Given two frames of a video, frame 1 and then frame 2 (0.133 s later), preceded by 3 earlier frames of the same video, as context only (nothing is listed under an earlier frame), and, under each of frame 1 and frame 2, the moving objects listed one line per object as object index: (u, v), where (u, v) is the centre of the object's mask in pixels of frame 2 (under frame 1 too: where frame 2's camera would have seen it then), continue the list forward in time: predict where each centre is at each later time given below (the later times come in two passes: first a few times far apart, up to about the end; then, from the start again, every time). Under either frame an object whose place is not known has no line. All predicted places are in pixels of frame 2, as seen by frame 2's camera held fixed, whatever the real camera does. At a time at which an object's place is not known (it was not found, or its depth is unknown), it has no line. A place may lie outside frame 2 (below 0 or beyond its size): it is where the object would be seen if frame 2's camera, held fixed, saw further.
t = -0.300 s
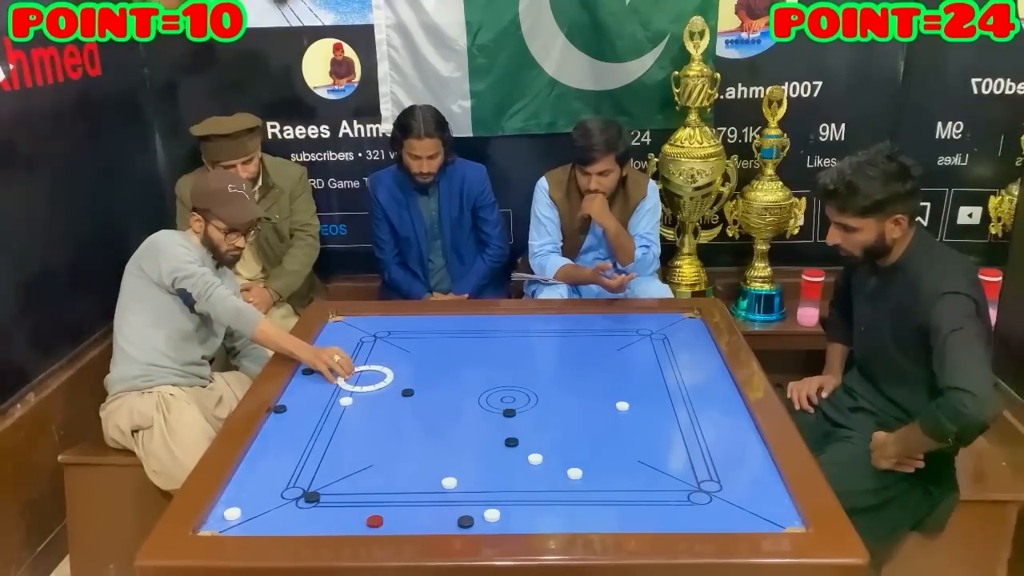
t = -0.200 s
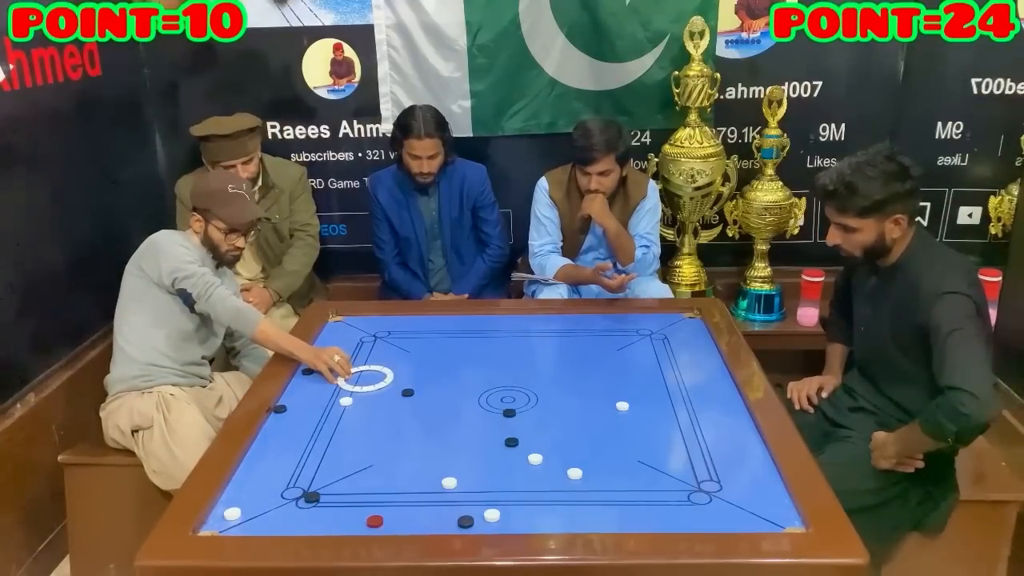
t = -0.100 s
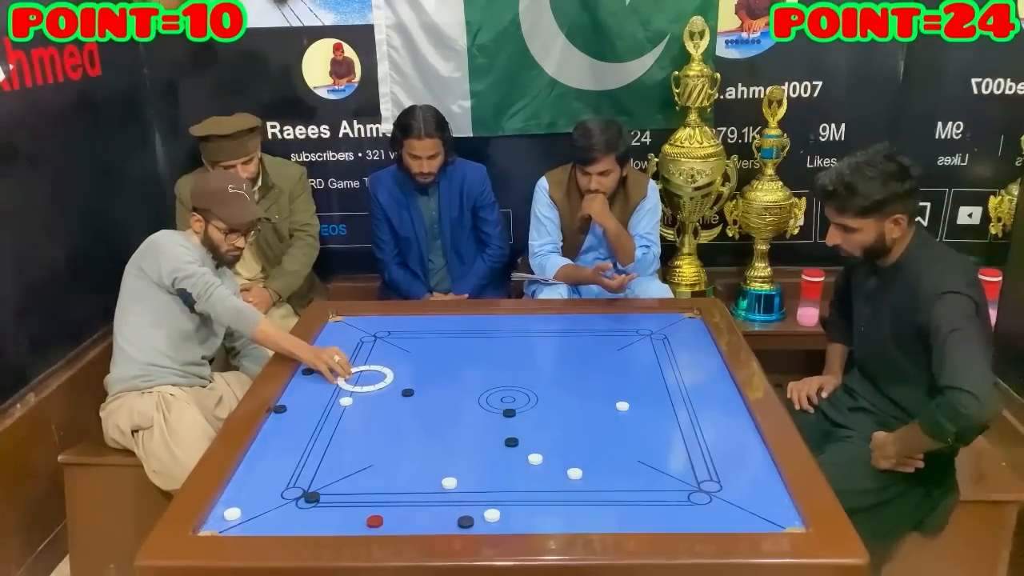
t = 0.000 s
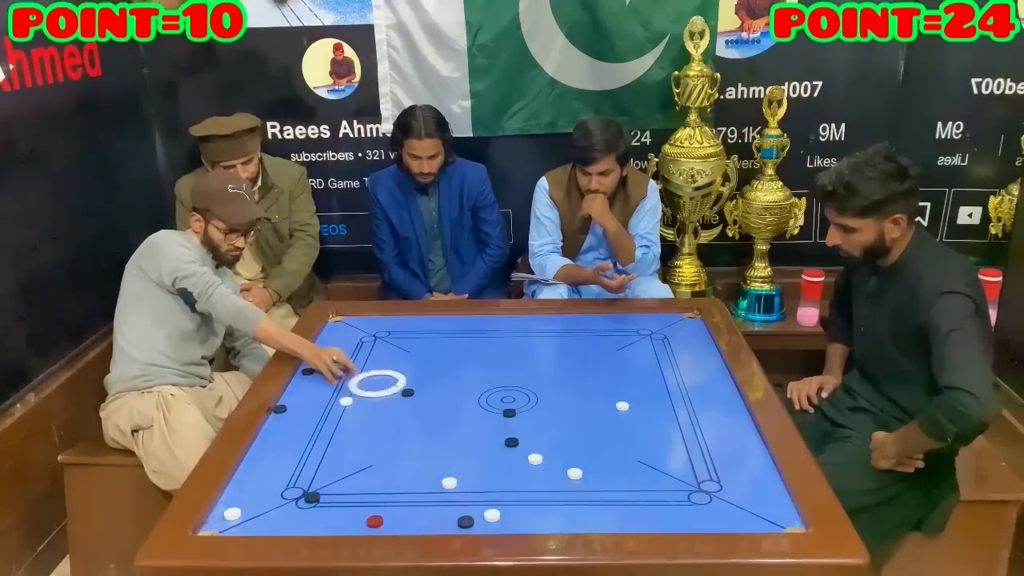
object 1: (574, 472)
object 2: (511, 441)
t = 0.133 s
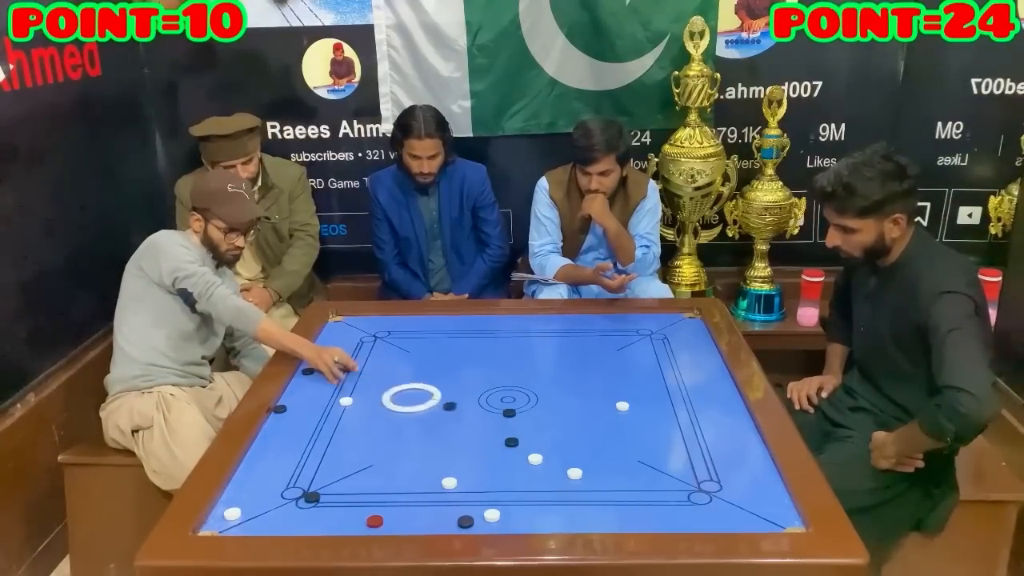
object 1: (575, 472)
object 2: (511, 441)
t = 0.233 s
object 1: (574, 472)
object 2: (511, 441)
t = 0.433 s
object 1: (574, 472)
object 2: (520, 445)
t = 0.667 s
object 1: (575, 475)
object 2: (598, 461)
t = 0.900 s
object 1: (625, 502)
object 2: (684, 475)
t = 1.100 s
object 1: (673, 526)
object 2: (758, 487)
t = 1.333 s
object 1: (683, 529)
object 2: (767, 498)
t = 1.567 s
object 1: (665, 521)
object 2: (755, 506)
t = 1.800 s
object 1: (650, 507)
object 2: (784, 512)
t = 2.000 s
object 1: (640, 496)
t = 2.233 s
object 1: (631, 485)
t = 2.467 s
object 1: (624, 478)
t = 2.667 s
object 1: (620, 473)
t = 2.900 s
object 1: (617, 468)
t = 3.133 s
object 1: (615, 465)
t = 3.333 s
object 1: (613, 463)
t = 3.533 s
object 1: (612, 461)
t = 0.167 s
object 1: (575, 472)
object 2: (511, 441)
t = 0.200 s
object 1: (574, 472)
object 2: (511, 441)
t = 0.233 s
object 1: (574, 472)
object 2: (511, 441)
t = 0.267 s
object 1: (574, 472)
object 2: (511, 441)
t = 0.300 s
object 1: (574, 472)
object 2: (511, 442)
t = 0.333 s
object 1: (574, 472)
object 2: (511, 441)
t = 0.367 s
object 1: (574, 472)
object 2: (511, 441)
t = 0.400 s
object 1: (574, 472)
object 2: (512, 442)
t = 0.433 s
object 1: (574, 472)
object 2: (520, 445)
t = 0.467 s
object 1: (574, 472)
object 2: (530, 449)
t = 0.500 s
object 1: (574, 473)
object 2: (539, 451)
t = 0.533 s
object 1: (574, 473)
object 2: (550, 453)
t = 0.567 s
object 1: (574, 473)
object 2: (561, 455)
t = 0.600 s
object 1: (574, 475)
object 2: (574, 457)
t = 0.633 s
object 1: (575, 475)
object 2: (586, 459)
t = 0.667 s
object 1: (575, 475)
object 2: (598, 461)
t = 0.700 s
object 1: (580, 477)
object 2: (610, 463)
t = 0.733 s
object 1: (587, 480)
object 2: (622, 465)
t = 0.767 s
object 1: (594, 484)
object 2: (634, 467)
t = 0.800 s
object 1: (601, 488)
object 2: (646, 469)
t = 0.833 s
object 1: (609, 493)
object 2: (659, 471)
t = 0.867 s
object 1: (617, 497)
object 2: (671, 473)
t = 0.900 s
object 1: (625, 502)
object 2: (684, 475)
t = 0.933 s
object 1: (633, 506)
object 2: (696, 478)
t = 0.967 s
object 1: (641, 511)
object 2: (709, 479)
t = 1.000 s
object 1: (649, 515)
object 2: (721, 481)
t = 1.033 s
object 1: (657, 519)
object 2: (734, 483)
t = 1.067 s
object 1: (665, 523)
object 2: (746, 485)
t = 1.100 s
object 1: (673, 526)
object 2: (758, 487)
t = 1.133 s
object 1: (681, 529)
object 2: (771, 489)
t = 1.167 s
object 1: (688, 530)
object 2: (781, 491)
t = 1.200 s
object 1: (693, 528)
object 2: (777, 493)
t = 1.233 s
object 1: (696, 527)
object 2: (774, 494)
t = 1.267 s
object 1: (690, 527)
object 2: (771, 495)
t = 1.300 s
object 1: (687, 528)
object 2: (769, 497)
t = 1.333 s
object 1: (683, 529)
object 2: (767, 498)
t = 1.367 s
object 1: (679, 530)
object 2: (764, 499)
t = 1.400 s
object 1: (677, 530)
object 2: (762, 501)
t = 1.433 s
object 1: (674, 529)
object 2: (760, 502)
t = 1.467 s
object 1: (672, 528)
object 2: (757, 503)
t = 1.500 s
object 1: (669, 526)
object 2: (755, 505)
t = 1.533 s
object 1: (667, 524)
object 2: (753, 506)
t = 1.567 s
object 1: (665, 521)
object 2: (755, 506)
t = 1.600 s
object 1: (662, 519)
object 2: (759, 507)
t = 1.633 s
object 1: (660, 517)
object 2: (764, 508)
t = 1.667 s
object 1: (658, 515)
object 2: (768, 509)
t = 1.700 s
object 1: (656, 513)
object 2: (773, 510)
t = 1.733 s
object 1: (654, 511)
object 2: (777, 511)
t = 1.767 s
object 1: (652, 509)
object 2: (781, 512)
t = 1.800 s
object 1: (650, 507)
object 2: (784, 512)
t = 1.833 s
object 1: (648, 505)
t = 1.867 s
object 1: (646, 503)
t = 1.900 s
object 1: (644, 501)
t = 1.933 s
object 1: (643, 499)
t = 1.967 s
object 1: (641, 498)
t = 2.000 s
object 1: (640, 496)
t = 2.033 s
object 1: (638, 494)
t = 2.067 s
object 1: (637, 493)
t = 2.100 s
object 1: (636, 491)
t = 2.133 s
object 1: (634, 490)
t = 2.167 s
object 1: (633, 488)
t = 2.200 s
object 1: (632, 486)
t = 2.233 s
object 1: (631, 485)
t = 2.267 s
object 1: (630, 484)
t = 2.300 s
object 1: (628, 483)
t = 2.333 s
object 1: (628, 482)
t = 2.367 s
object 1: (627, 480)
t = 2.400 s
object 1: (626, 480)
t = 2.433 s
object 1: (625, 479)
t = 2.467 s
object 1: (624, 478)
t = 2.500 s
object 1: (623, 476)
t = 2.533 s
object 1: (623, 476)
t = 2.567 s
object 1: (622, 475)
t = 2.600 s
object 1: (621, 474)
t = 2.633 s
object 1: (621, 473)
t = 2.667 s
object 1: (620, 473)
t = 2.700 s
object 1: (619, 472)
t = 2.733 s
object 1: (619, 471)
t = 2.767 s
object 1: (619, 470)
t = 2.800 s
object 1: (618, 470)
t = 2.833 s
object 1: (618, 469)
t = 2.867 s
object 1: (617, 468)
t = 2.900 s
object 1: (617, 468)
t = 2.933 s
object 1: (616, 467)
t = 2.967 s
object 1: (616, 467)
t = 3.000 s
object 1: (616, 466)
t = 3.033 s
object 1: (615, 466)
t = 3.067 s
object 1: (615, 465)
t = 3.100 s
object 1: (615, 465)
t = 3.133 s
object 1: (615, 465)
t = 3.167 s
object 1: (614, 464)
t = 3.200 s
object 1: (614, 464)
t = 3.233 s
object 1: (614, 464)
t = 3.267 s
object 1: (613, 463)
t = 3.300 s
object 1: (613, 463)
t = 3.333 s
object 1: (613, 463)
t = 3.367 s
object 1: (613, 463)
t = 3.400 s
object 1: (612, 462)
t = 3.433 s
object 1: (612, 462)
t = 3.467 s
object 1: (612, 462)
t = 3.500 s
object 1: (612, 462)
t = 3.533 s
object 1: (612, 461)
